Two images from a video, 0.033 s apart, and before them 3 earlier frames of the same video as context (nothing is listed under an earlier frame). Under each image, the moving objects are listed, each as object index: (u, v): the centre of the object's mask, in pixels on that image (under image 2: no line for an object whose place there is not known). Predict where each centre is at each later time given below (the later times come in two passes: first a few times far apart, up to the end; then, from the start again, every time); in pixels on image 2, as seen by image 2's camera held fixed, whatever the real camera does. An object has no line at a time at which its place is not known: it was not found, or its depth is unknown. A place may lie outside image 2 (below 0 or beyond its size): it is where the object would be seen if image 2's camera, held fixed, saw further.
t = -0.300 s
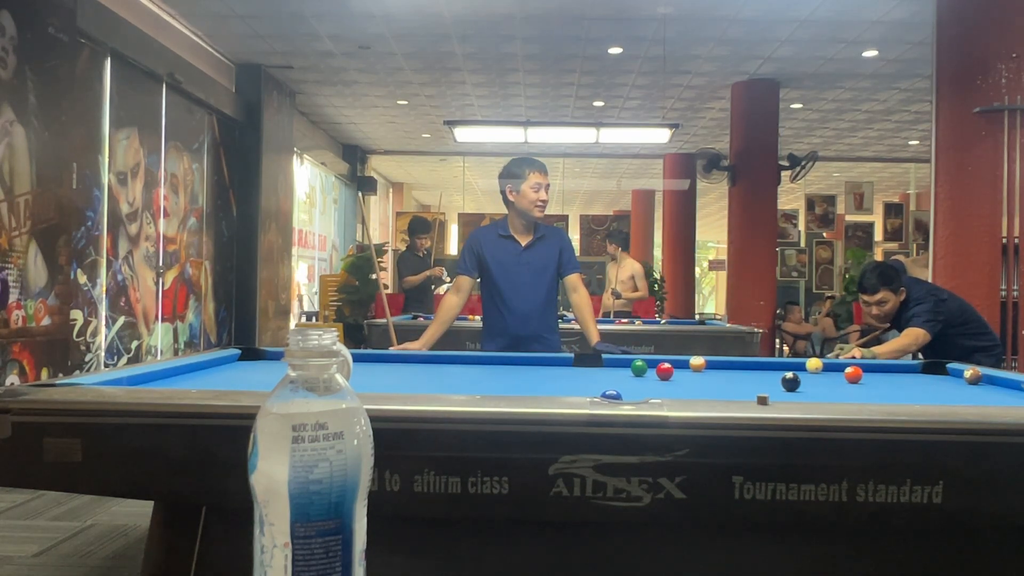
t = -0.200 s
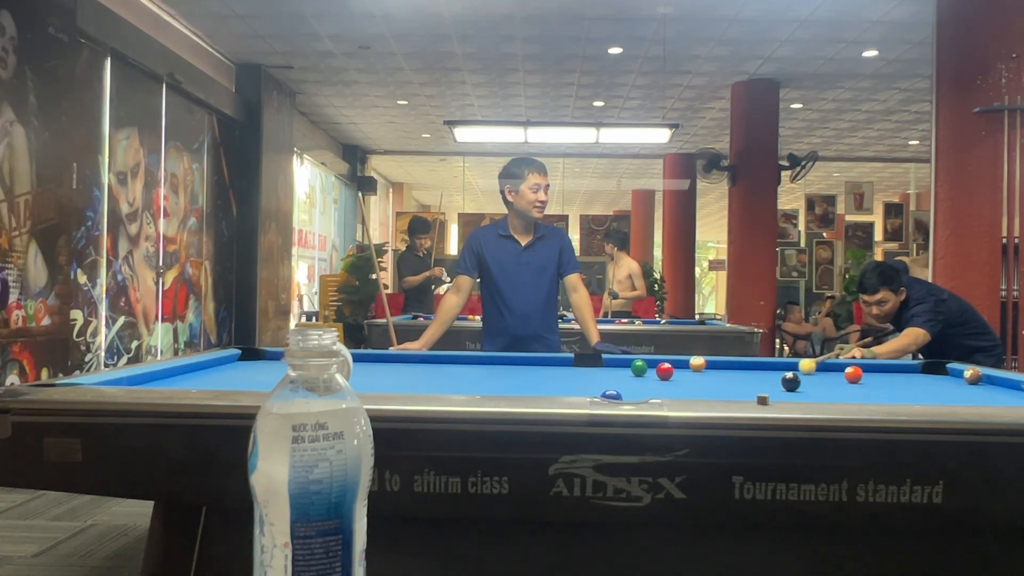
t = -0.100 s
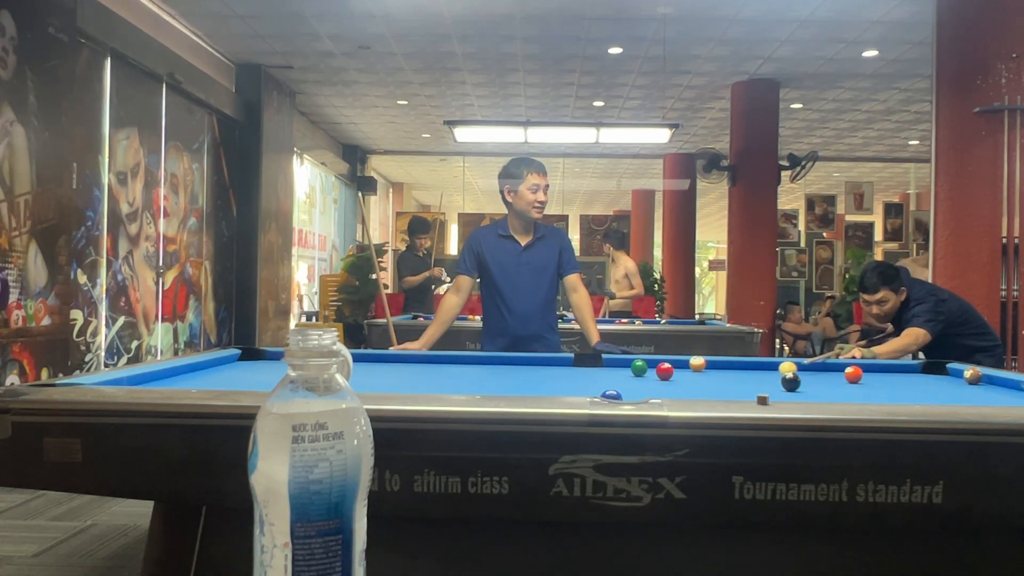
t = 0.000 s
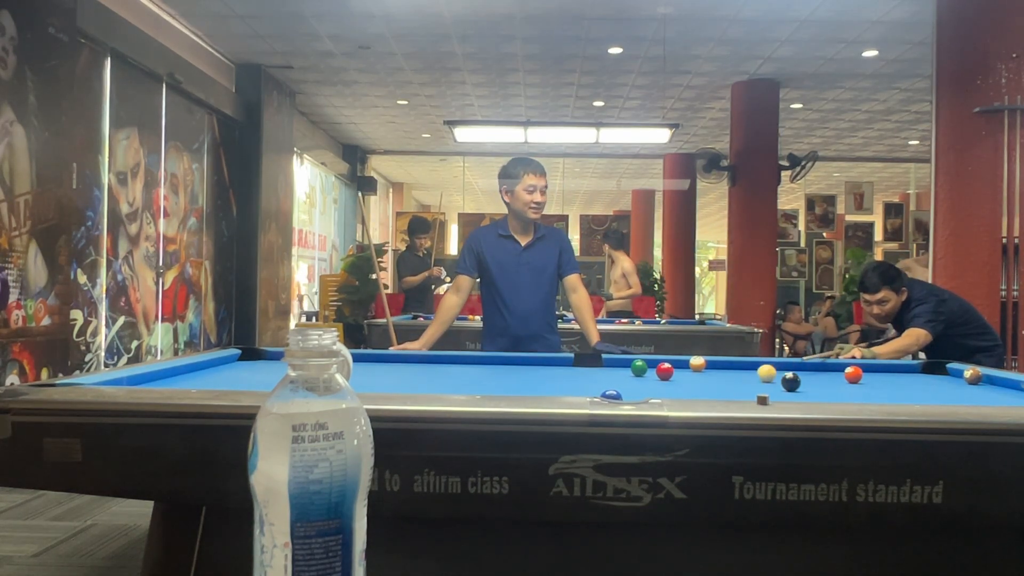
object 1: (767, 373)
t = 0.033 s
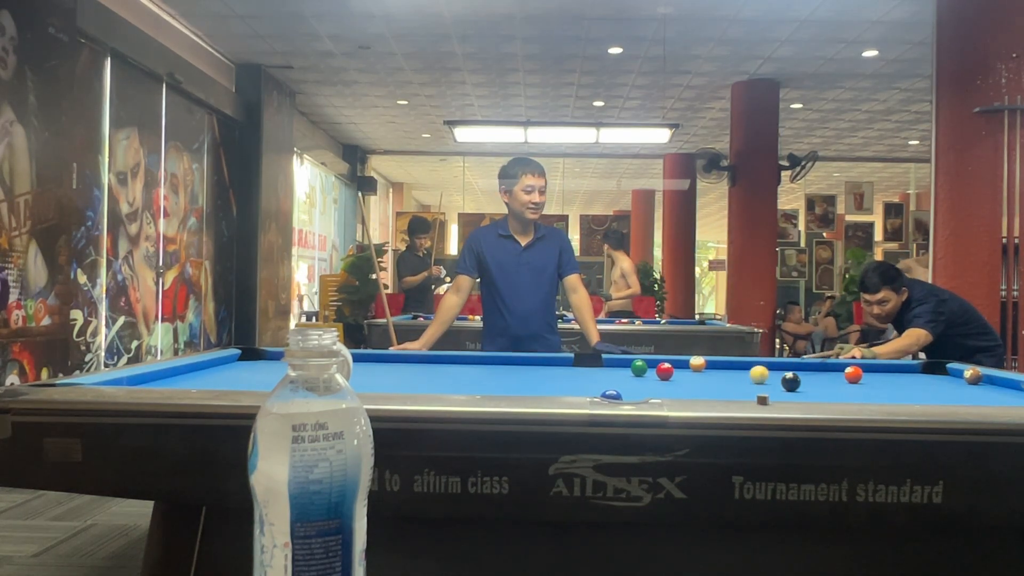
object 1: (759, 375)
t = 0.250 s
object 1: (704, 384)
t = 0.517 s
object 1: (619, 392)
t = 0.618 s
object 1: (589, 391)
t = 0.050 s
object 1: (755, 375)
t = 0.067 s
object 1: (751, 376)
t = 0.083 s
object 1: (747, 377)
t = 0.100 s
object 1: (743, 377)
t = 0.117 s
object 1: (739, 378)
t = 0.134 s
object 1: (735, 378)
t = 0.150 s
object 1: (731, 379)
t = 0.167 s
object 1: (726, 380)
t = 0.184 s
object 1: (722, 381)
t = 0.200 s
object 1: (718, 381)
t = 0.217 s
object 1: (713, 382)
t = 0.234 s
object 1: (708, 383)
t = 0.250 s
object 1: (704, 384)
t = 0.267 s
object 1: (699, 385)
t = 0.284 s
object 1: (694, 385)
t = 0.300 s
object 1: (689, 386)
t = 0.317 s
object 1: (684, 387)
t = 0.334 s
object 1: (678, 387)
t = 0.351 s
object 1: (673, 388)
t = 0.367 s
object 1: (668, 388)
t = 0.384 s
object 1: (662, 389)
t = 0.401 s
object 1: (656, 390)
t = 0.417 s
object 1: (650, 390)
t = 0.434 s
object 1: (644, 391)
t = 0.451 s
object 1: (639, 392)
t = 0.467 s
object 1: (633, 392)
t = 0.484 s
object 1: (628, 393)
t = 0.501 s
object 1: (623, 392)
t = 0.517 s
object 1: (619, 392)
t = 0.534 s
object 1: (610, 391)
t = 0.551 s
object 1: (606, 392)
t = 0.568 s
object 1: (603, 393)
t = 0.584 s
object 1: (598, 392)
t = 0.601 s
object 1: (594, 392)
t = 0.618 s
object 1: (589, 391)
